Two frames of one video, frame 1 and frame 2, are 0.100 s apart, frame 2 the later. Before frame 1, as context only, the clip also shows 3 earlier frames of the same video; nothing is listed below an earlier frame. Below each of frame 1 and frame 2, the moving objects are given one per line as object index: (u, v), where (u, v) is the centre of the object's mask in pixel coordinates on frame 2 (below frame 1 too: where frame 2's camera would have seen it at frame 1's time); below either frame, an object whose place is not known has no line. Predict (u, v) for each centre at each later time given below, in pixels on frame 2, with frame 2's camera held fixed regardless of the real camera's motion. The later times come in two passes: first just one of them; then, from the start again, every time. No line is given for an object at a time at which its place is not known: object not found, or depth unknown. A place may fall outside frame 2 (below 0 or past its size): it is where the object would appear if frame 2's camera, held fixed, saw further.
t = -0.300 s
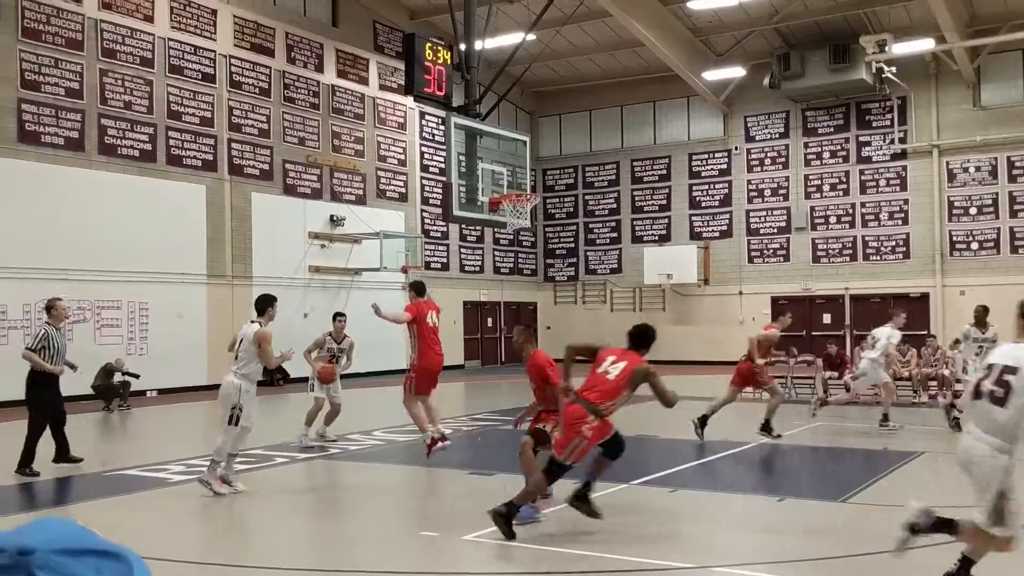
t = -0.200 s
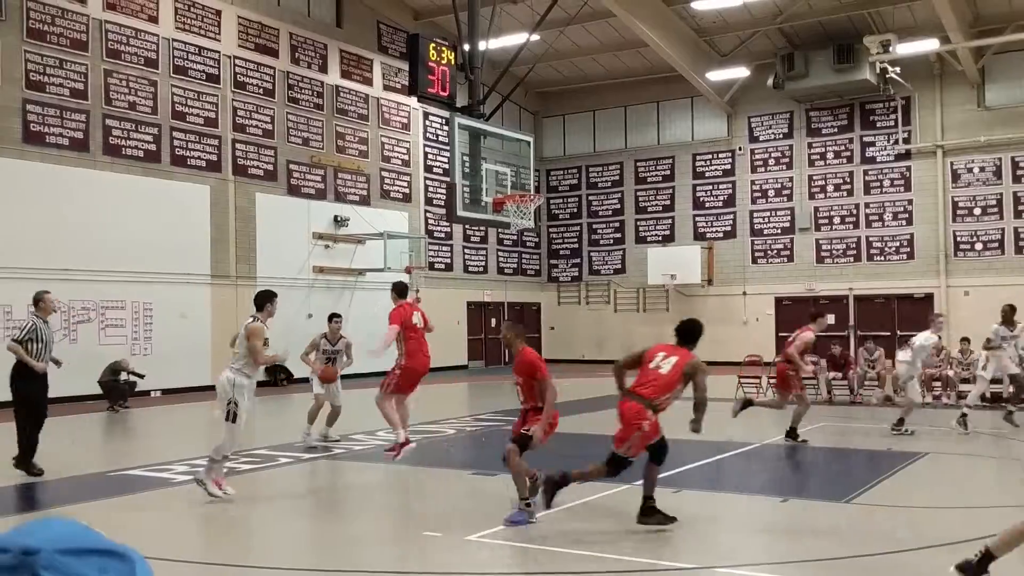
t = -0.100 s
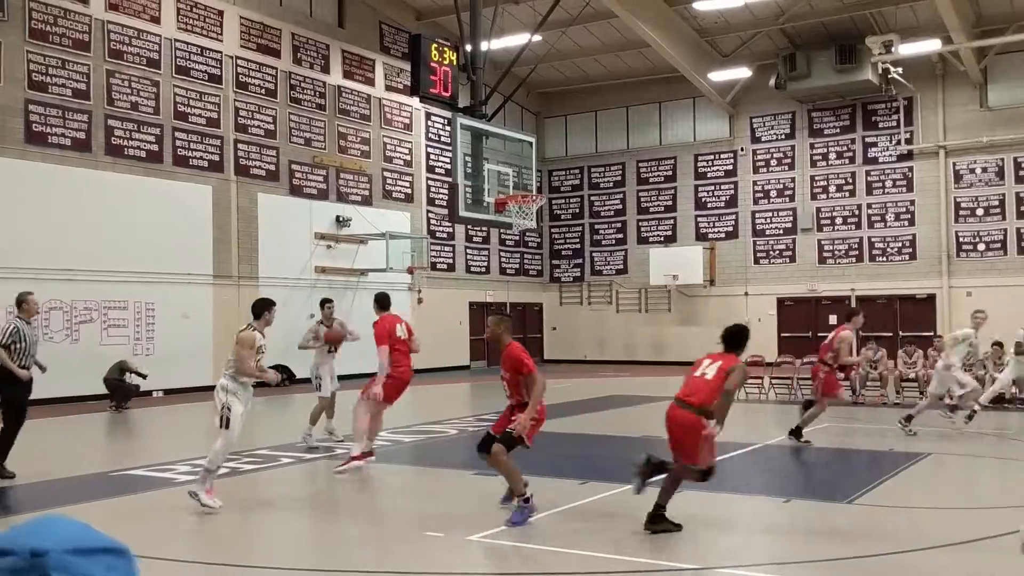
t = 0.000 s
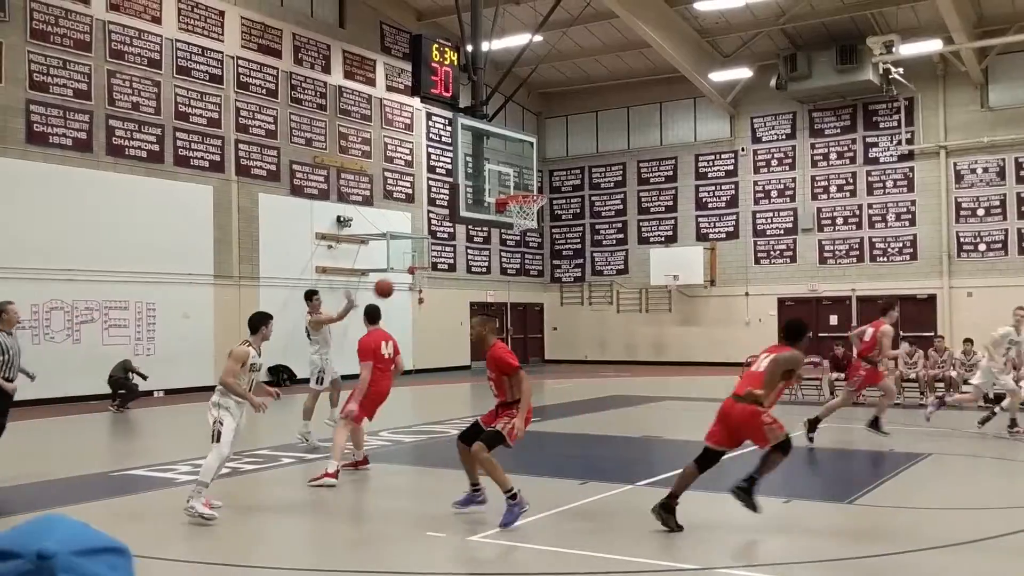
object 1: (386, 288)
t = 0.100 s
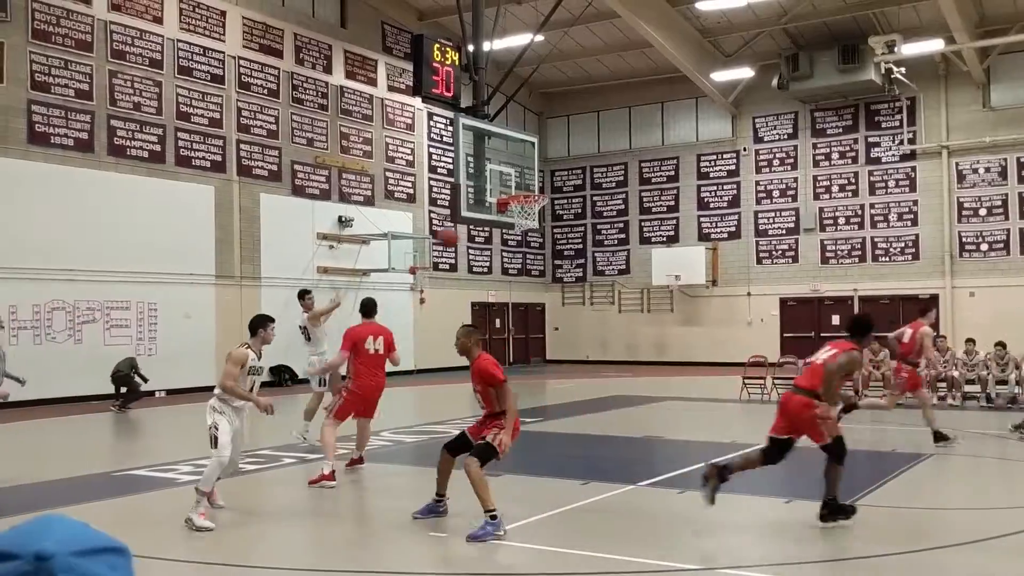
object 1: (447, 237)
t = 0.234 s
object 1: (547, 170)
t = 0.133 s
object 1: (470, 220)
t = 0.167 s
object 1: (496, 204)
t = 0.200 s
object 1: (520, 187)
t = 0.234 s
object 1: (547, 170)
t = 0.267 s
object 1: (573, 156)
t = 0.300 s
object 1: (603, 138)
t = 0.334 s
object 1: (634, 123)
